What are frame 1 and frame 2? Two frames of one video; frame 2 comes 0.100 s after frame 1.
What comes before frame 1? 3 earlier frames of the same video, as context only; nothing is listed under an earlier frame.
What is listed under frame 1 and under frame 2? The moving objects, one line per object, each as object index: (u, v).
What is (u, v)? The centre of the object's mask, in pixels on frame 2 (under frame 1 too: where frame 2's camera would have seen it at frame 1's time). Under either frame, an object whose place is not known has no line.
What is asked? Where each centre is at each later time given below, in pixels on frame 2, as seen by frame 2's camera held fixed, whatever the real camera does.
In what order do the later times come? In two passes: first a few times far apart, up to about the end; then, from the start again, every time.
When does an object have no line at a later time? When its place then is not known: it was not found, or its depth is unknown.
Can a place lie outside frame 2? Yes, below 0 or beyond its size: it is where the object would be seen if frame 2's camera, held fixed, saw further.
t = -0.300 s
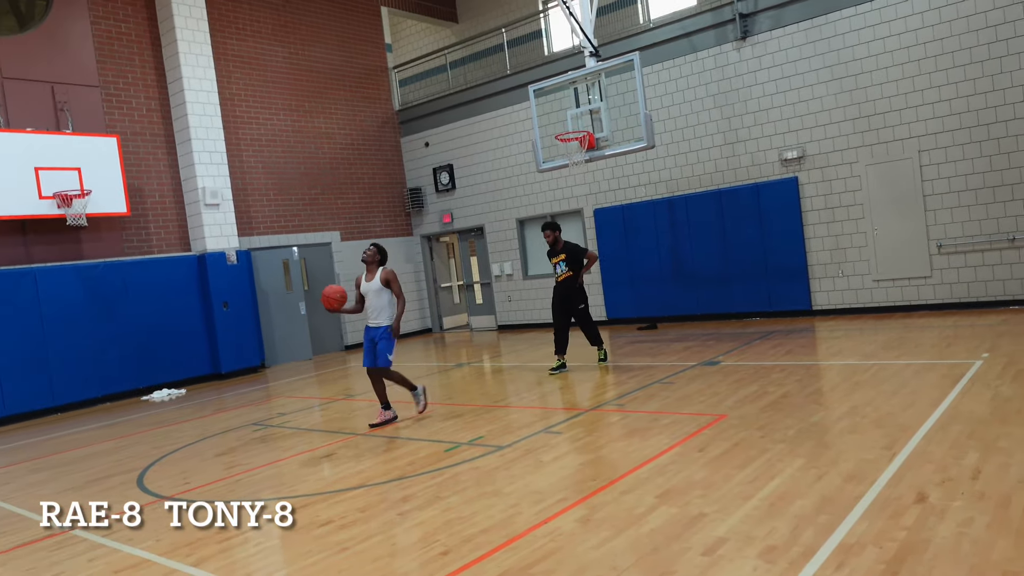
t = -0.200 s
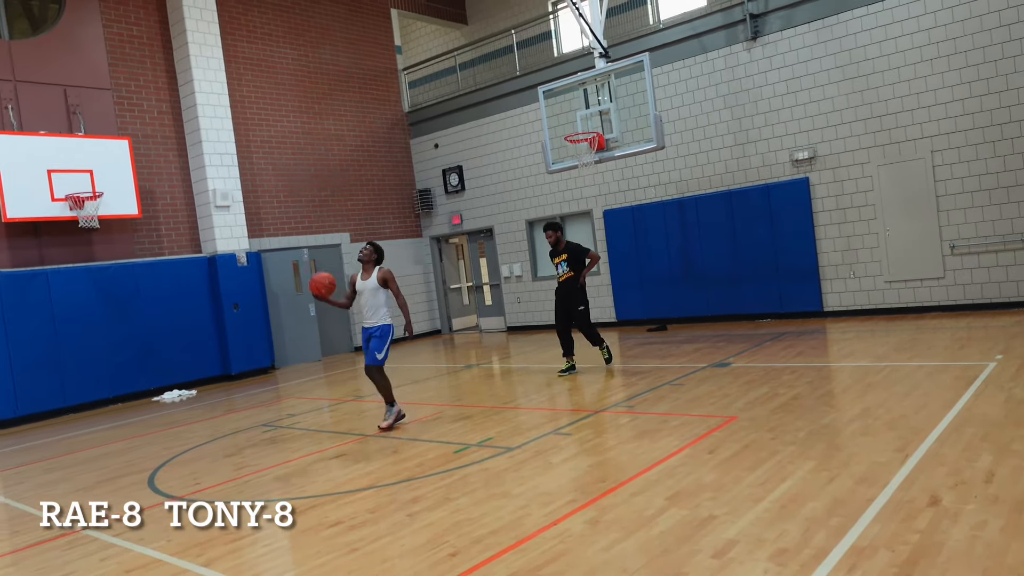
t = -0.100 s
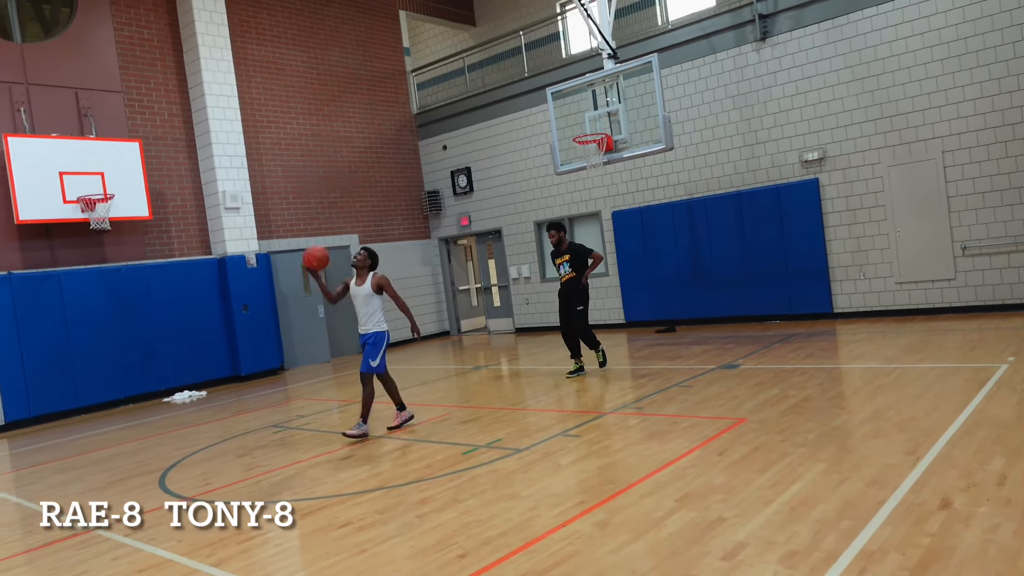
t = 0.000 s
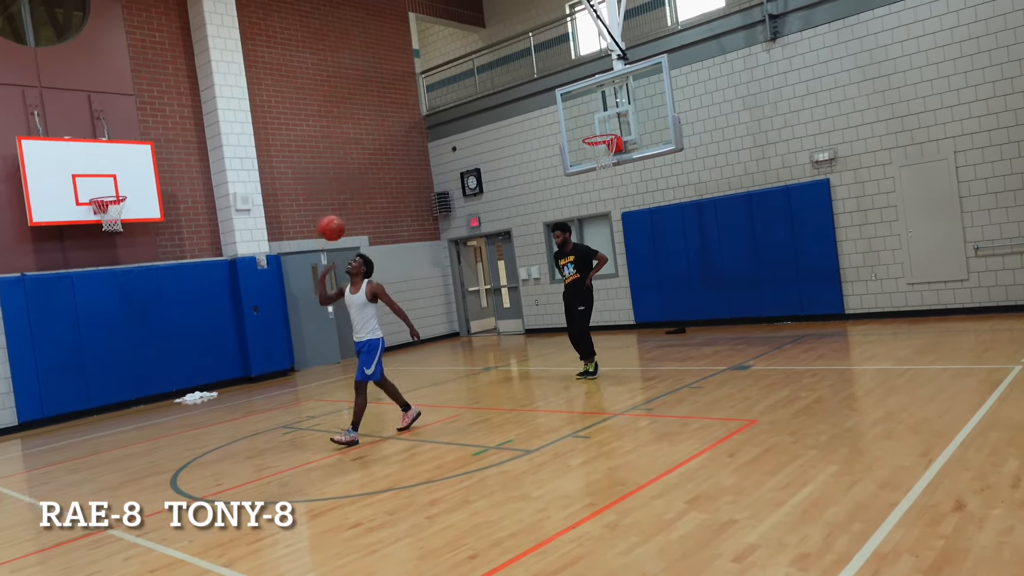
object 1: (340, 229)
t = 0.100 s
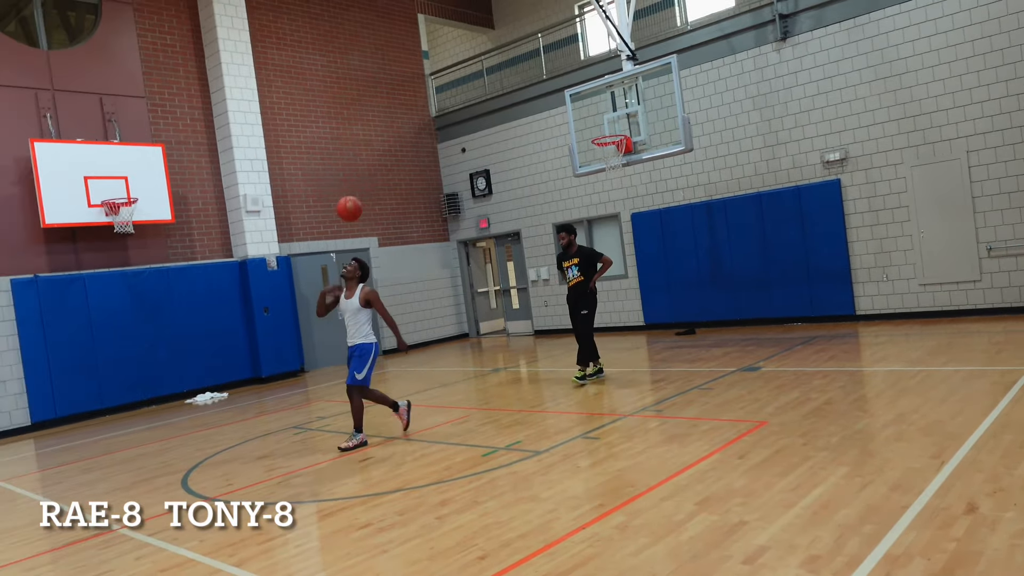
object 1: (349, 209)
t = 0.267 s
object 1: (366, 198)
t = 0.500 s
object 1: (396, 228)
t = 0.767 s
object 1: (435, 330)
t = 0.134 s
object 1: (352, 204)
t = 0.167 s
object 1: (356, 201)
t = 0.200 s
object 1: (358, 199)
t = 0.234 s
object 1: (362, 198)
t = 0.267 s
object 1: (366, 198)
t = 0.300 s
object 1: (370, 199)
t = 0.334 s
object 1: (373, 201)
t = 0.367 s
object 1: (378, 204)
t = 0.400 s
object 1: (382, 209)
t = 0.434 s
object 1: (386, 214)
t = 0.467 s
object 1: (391, 221)
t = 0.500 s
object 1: (396, 228)
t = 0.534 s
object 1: (401, 238)
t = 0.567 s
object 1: (404, 248)
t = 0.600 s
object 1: (408, 260)
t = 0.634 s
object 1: (413, 272)
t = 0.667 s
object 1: (418, 285)
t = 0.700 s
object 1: (424, 299)
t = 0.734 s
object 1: (428, 314)
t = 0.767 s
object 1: (435, 330)
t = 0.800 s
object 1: (438, 347)
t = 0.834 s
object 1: (443, 364)
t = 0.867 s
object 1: (449, 382)
